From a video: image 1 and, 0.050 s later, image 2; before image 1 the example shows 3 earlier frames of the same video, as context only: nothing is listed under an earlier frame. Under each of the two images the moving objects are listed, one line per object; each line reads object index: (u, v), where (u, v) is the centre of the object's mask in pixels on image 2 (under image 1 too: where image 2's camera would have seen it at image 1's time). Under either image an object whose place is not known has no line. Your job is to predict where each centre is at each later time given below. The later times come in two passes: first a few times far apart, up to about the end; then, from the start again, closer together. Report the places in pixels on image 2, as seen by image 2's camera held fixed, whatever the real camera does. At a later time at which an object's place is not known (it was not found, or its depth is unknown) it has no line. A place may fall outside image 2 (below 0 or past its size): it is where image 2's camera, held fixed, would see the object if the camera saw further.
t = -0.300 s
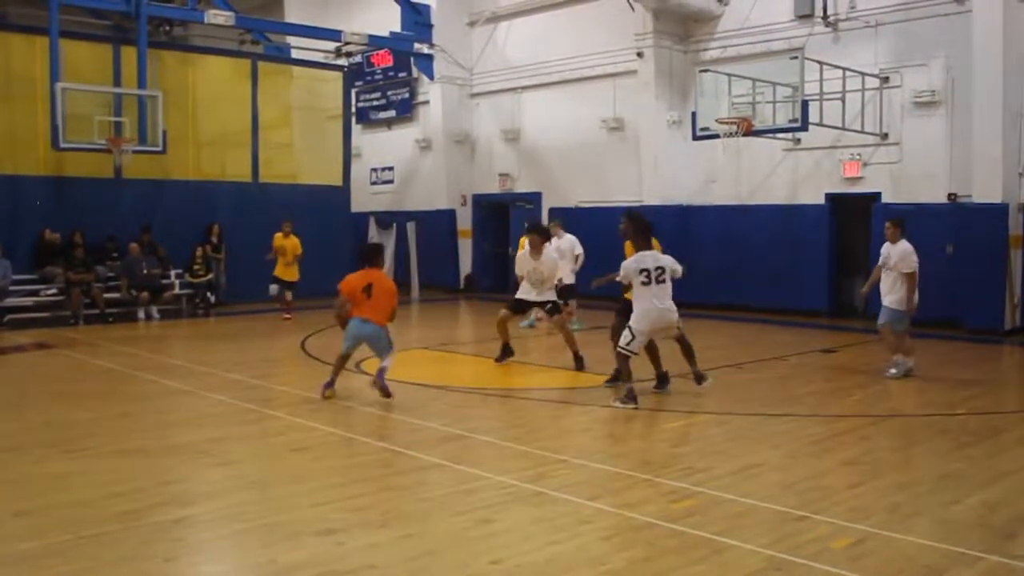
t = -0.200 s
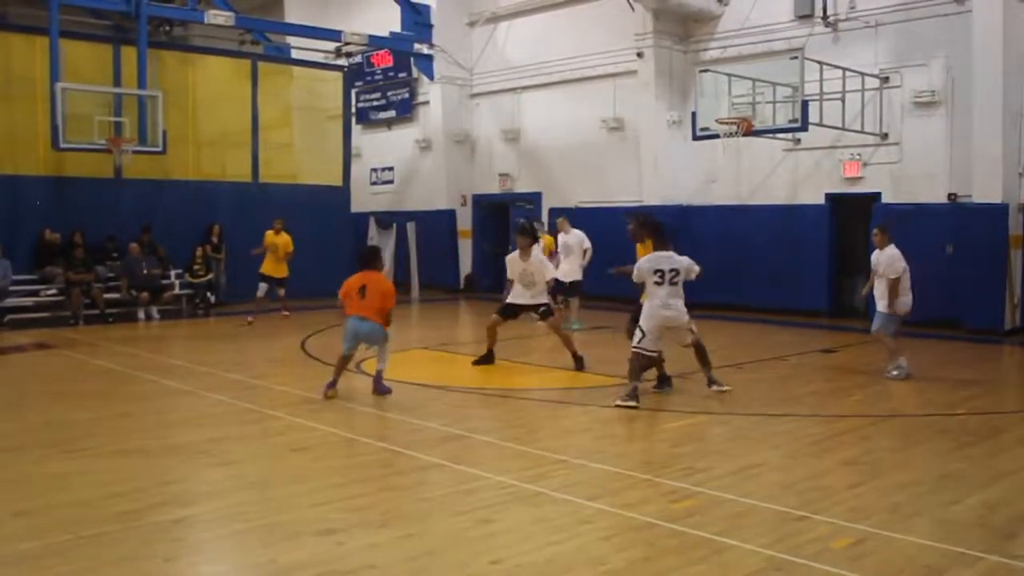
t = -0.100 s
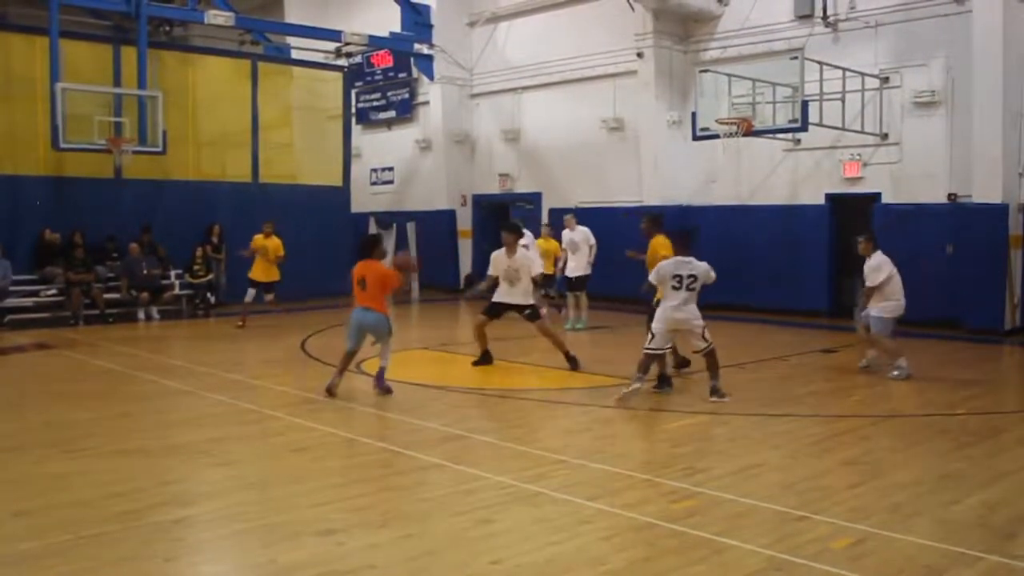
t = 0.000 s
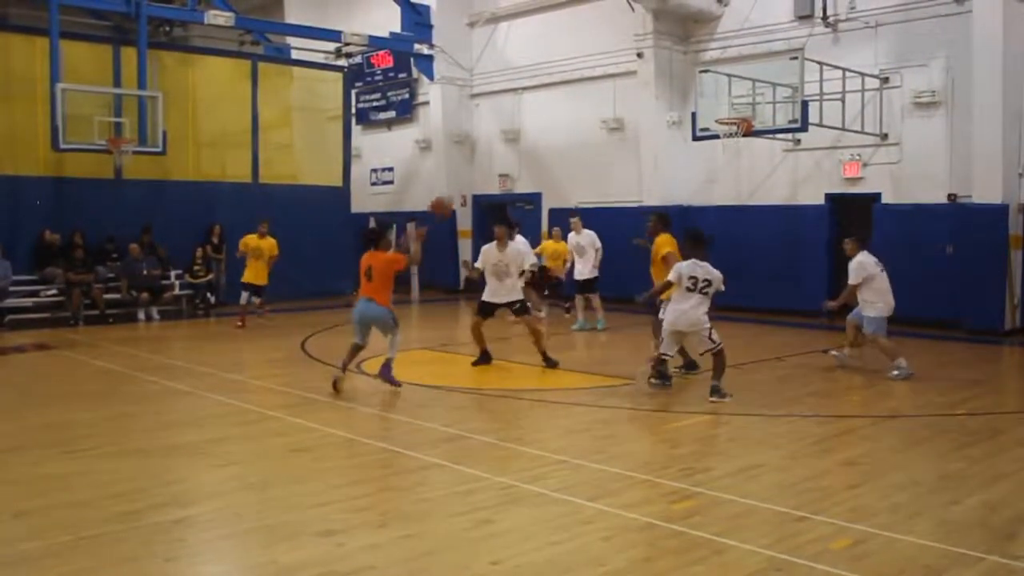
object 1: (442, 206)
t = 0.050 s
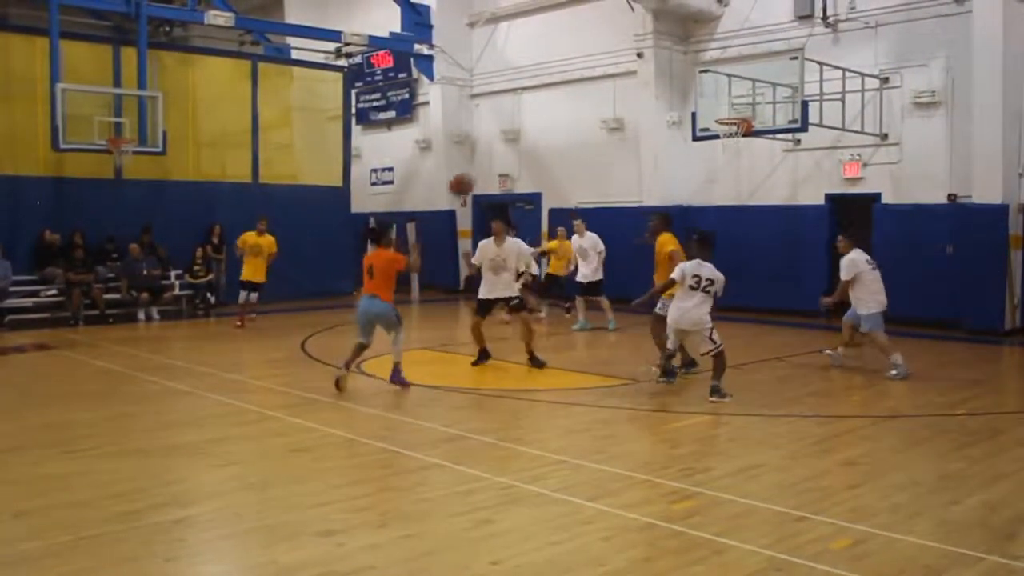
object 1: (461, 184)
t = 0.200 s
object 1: (518, 136)
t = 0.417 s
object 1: (588, 109)
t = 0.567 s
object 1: (629, 116)
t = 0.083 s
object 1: (474, 172)
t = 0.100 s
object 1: (481, 165)
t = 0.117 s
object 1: (488, 160)
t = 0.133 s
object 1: (494, 154)
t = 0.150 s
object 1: (500, 149)
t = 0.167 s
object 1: (507, 144)
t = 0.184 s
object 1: (512, 139)
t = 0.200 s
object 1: (518, 136)
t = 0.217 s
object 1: (524, 132)
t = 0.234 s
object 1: (530, 129)
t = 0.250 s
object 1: (535, 125)
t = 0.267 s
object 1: (541, 122)
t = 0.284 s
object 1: (547, 120)
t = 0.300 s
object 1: (552, 118)
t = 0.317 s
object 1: (557, 116)
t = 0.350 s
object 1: (568, 112)
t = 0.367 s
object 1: (573, 111)
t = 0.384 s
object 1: (578, 110)
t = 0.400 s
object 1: (583, 109)
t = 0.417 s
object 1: (588, 109)
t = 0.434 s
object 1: (593, 109)
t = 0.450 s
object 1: (598, 109)
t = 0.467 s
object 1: (602, 109)
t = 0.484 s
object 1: (607, 110)
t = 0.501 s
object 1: (611, 110)
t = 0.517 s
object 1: (616, 111)
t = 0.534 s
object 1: (620, 113)
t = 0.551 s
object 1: (625, 114)
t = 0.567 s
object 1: (629, 116)
